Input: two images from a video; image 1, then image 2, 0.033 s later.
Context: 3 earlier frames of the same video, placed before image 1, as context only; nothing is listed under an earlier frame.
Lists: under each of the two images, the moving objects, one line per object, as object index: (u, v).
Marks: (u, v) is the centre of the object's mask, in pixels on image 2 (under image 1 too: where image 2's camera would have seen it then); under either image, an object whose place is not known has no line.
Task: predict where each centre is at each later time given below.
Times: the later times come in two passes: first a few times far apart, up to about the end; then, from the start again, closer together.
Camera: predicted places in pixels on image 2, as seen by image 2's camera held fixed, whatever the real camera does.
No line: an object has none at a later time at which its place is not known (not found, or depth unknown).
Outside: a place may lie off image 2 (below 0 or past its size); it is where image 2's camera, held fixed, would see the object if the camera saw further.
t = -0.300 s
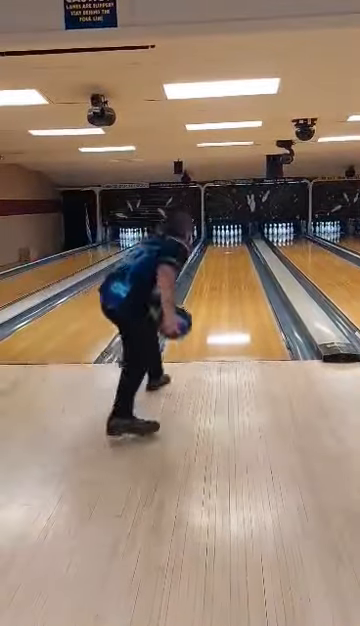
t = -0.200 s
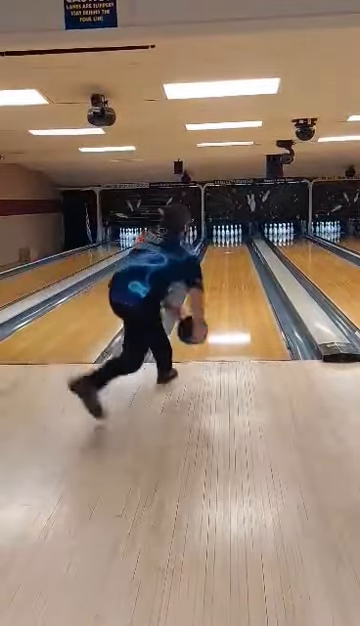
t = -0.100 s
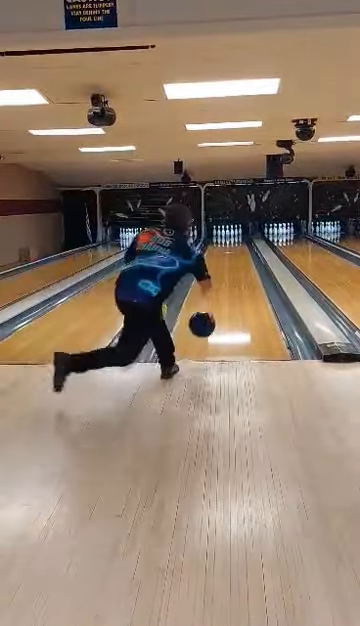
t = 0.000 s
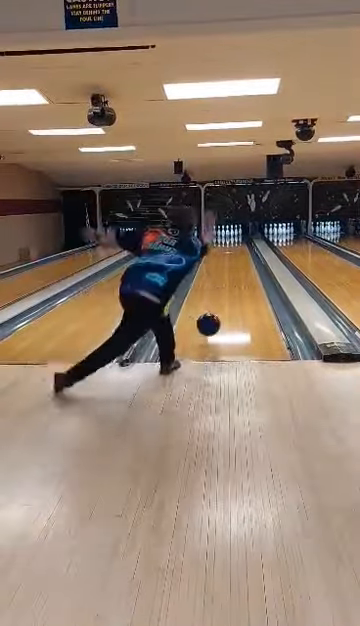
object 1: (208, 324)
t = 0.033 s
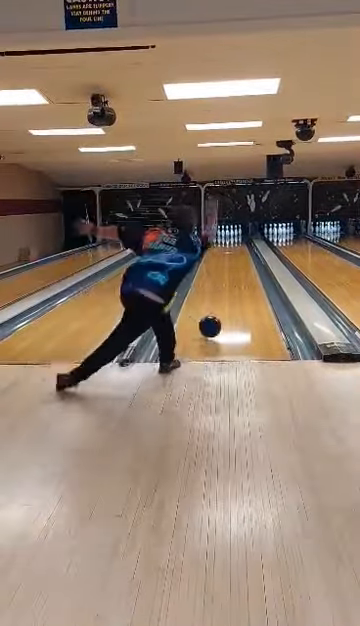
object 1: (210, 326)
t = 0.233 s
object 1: (217, 304)
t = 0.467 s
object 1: (222, 285)
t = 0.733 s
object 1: (226, 270)
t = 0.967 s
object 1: (228, 262)
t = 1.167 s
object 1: (229, 256)
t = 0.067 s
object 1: (211, 322)
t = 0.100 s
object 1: (212, 317)
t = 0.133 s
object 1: (214, 314)
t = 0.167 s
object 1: (215, 311)
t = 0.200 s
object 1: (216, 307)
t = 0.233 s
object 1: (217, 304)
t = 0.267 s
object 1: (218, 300)
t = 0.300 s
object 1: (219, 297)
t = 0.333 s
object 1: (220, 294)
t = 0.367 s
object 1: (220, 292)
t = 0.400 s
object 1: (221, 289)
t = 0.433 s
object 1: (221, 287)
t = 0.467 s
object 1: (222, 285)
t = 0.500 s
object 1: (223, 282)
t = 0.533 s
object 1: (223, 281)
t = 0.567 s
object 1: (224, 279)
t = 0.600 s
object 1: (224, 277)
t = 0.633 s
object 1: (225, 275)
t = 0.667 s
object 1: (226, 274)
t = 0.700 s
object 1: (226, 272)
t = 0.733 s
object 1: (226, 270)
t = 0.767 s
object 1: (227, 269)
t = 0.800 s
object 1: (227, 268)
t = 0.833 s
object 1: (227, 267)
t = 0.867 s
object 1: (227, 265)
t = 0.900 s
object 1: (228, 264)
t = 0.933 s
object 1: (228, 263)
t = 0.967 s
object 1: (228, 262)
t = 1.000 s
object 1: (227, 262)
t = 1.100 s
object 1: (229, 257)
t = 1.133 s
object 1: (228, 257)
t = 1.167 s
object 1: (229, 256)
